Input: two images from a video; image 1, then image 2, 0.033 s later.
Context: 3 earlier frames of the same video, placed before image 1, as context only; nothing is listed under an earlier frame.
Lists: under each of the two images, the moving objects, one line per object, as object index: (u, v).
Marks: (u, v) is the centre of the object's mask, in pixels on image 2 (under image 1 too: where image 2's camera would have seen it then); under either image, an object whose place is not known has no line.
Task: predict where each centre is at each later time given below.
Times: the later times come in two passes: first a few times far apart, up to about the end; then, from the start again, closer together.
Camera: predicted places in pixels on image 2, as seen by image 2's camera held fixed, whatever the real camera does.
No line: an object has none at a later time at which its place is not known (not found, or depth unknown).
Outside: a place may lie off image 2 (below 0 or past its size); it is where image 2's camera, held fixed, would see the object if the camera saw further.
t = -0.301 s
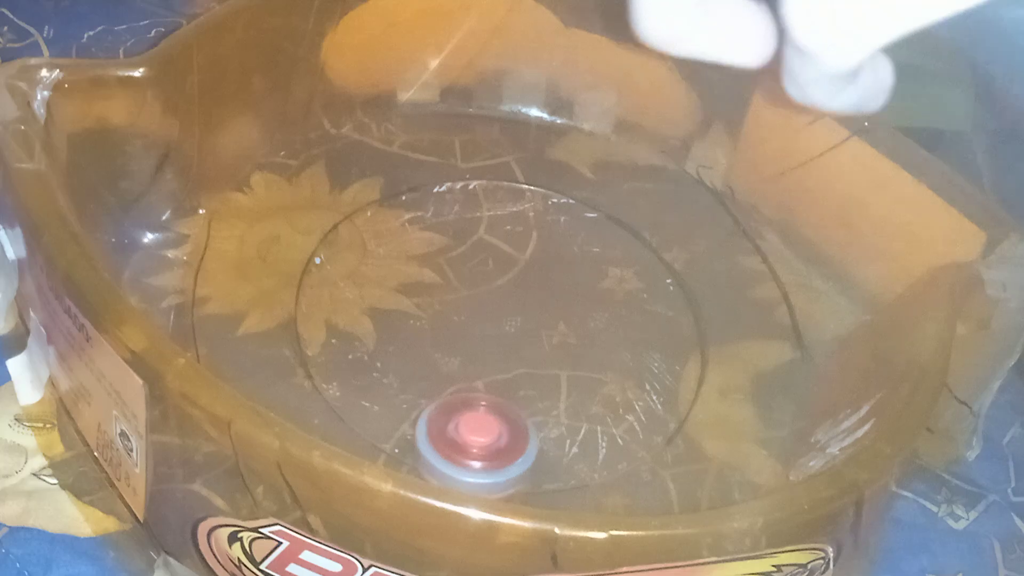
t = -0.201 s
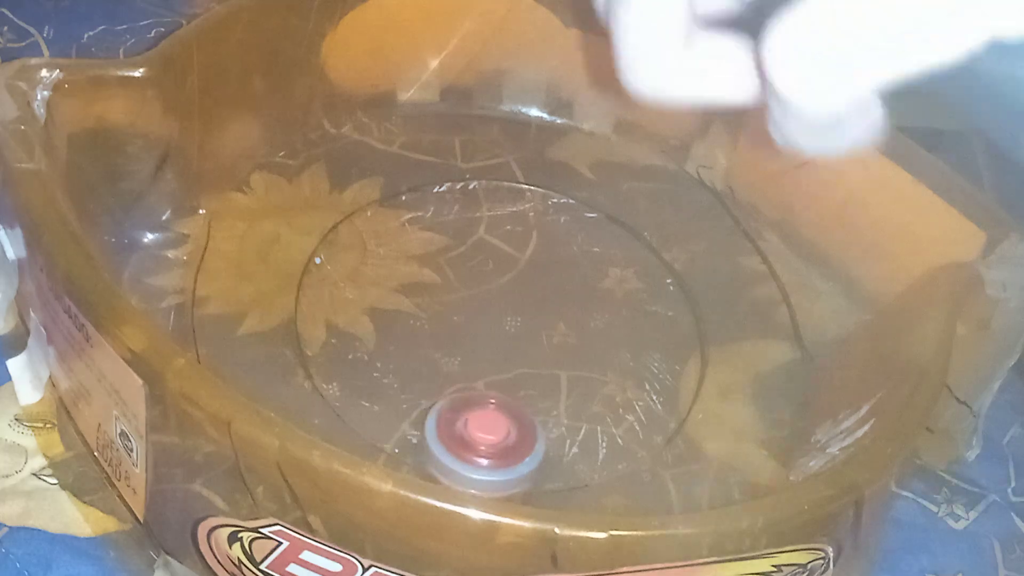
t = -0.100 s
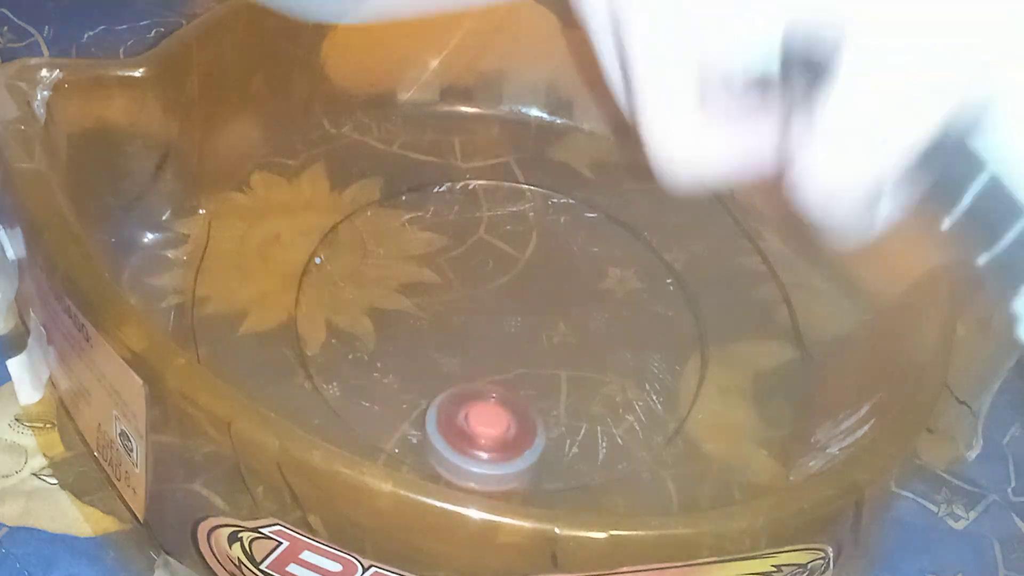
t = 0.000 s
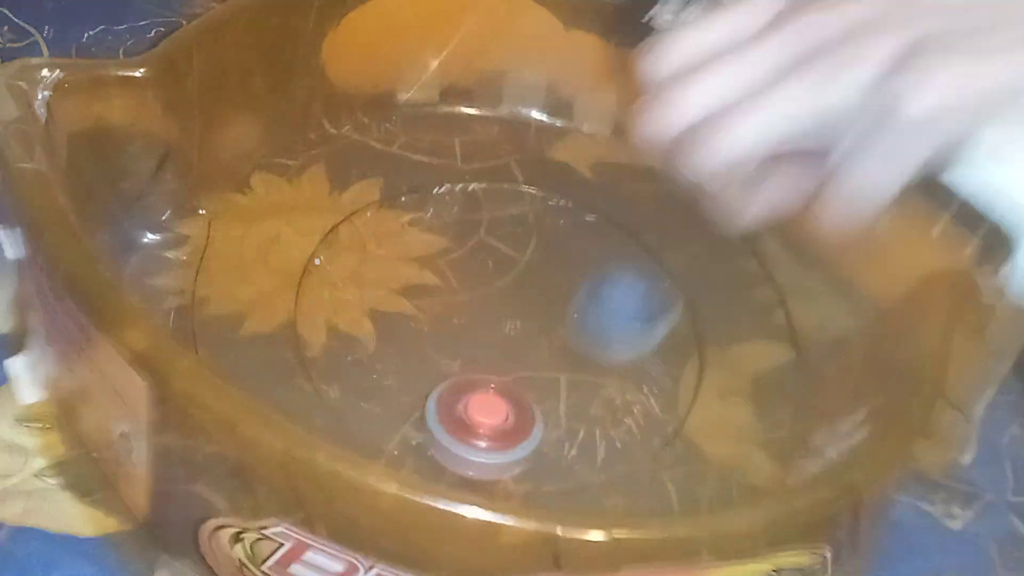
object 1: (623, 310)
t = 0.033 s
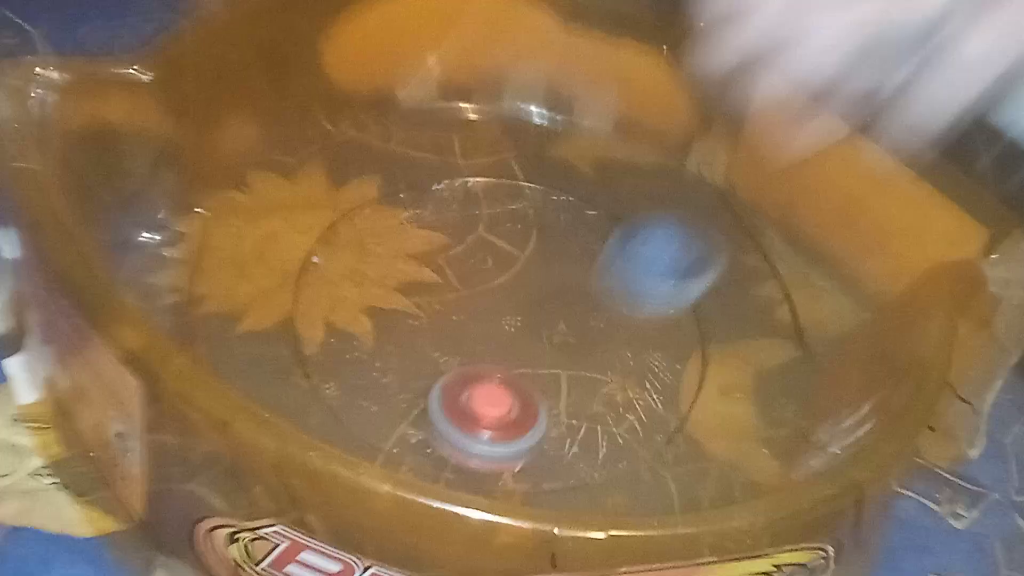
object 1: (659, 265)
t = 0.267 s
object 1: (810, 435)
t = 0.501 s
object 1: (720, 446)
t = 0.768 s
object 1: (416, 145)
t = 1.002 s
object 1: (389, 436)
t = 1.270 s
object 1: (641, 157)
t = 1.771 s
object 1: (770, 245)
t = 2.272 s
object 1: (700, 459)
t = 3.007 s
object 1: (778, 341)
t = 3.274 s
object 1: (400, 135)
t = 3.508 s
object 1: (354, 422)
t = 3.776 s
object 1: (760, 303)
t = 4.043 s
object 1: (401, 123)
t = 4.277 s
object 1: (323, 404)
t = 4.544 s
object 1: (763, 312)
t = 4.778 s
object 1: (486, 139)
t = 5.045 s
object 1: (296, 387)
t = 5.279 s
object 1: (759, 399)
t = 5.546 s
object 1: (544, 149)
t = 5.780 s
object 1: (271, 311)
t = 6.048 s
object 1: (762, 400)
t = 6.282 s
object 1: (622, 161)
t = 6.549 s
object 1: (291, 274)
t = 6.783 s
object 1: (637, 481)
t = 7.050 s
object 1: (726, 218)
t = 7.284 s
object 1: (408, 154)
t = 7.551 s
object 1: (424, 450)
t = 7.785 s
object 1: (773, 375)
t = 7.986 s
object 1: (654, 172)
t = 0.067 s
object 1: (693, 229)
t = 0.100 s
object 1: (730, 208)
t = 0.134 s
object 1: (761, 214)
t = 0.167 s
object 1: (786, 252)
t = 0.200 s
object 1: (797, 324)
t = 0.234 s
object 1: (798, 410)
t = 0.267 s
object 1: (810, 435)
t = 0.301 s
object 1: (821, 432)
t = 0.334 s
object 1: (820, 434)
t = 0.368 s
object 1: (812, 420)
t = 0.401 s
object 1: (799, 402)
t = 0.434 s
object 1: (779, 401)
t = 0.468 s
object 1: (748, 425)
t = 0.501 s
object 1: (720, 446)
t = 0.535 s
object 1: (702, 387)
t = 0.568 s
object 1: (676, 334)
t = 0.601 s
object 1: (656, 301)
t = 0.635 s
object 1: (616, 255)
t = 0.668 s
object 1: (579, 225)
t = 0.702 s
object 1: (535, 191)
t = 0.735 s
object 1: (479, 164)
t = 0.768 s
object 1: (416, 145)
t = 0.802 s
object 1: (354, 137)
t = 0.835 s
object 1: (300, 153)
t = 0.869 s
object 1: (259, 195)
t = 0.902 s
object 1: (231, 260)
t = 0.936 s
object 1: (226, 331)
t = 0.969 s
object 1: (296, 383)
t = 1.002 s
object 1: (389, 436)
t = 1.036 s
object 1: (516, 479)
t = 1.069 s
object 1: (625, 472)
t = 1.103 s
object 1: (722, 443)
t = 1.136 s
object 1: (774, 380)
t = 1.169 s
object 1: (784, 303)
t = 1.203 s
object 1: (768, 237)
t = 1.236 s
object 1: (714, 186)
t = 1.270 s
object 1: (641, 157)
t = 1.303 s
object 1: (567, 139)
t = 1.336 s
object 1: (490, 117)
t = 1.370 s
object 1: (415, 121)
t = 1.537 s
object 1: (289, 376)
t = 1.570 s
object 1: (386, 435)
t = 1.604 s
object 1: (509, 474)
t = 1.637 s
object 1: (627, 472)
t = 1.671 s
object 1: (728, 448)
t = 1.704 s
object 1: (764, 376)
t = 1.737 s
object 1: (777, 312)
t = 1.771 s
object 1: (770, 245)
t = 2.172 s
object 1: (403, 445)
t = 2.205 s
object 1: (514, 472)
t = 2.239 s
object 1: (621, 474)
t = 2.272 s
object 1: (700, 459)
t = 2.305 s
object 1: (756, 408)
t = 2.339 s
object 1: (772, 353)
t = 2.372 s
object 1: (775, 285)
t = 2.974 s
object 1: (764, 395)
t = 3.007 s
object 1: (778, 341)
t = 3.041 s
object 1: (777, 278)
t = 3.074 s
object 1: (760, 225)
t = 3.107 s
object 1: (705, 183)
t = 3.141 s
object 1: (638, 163)
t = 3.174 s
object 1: (577, 147)
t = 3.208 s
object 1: (520, 135)
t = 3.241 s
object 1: (456, 130)
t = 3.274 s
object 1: (400, 135)
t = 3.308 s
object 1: (348, 151)
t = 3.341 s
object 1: (303, 177)
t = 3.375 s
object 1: (267, 221)
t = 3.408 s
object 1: (248, 274)
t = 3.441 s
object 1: (254, 331)
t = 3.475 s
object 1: (293, 381)
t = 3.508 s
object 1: (354, 422)
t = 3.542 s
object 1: (445, 459)
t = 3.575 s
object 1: (532, 477)
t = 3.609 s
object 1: (622, 479)
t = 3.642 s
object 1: (696, 469)
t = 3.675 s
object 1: (746, 431)
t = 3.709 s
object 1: (773, 380)
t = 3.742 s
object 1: (770, 334)
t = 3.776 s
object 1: (760, 303)
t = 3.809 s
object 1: (738, 262)
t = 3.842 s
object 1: (708, 225)
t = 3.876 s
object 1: (673, 191)
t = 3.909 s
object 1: (624, 157)
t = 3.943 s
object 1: (571, 133)
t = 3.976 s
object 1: (518, 118)
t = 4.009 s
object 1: (456, 114)
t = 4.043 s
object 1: (401, 123)
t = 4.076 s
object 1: (346, 138)
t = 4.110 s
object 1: (298, 167)
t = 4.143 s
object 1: (260, 207)
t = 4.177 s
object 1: (241, 257)
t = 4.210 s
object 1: (239, 320)
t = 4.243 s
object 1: (271, 367)
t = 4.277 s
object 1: (323, 404)
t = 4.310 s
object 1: (412, 452)
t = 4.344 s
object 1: (494, 473)
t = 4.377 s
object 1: (587, 486)
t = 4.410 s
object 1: (655, 479)
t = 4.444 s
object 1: (718, 459)
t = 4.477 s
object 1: (753, 418)
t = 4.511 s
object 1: (766, 361)
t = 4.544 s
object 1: (763, 312)
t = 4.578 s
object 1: (753, 261)
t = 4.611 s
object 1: (734, 219)
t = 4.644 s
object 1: (695, 184)
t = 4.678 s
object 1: (642, 170)
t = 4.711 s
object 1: (590, 156)
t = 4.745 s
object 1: (539, 143)
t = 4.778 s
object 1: (486, 139)
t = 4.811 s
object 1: (431, 139)
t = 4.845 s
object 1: (374, 151)
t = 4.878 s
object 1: (332, 172)
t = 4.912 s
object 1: (287, 203)
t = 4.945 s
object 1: (260, 247)
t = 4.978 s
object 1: (247, 297)
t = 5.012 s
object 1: (259, 346)
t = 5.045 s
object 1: (296, 387)
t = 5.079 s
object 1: (360, 427)
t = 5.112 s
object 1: (442, 457)
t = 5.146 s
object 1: (528, 476)
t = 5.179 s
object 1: (608, 479)
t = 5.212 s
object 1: (673, 471)
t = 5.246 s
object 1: (733, 447)
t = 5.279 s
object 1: (759, 399)
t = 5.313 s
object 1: (767, 353)
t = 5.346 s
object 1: (765, 304)
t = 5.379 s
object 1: (756, 261)
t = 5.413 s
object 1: (735, 222)
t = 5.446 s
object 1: (705, 191)
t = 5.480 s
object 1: (650, 174)
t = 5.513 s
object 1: (593, 160)
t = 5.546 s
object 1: (544, 149)
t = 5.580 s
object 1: (496, 145)
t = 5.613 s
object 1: (440, 148)
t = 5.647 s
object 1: (394, 163)
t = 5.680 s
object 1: (348, 180)
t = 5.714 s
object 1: (308, 213)
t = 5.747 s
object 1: (282, 258)
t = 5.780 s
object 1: (271, 311)
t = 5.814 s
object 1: (286, 361)
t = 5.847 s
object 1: (323, 400)
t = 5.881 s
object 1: (385, 437)
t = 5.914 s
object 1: (465, 465)
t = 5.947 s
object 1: (537, 478)
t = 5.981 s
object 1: (610, 478)
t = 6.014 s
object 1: (676, 470)
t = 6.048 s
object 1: (762, 400)
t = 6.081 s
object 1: (773, 360)
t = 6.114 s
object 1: (772, 313)
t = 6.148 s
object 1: (761, 268)
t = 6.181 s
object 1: (742, 229)
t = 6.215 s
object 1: (713, 197)
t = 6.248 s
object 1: (667, 175)
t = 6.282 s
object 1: (622, 161)
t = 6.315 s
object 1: (570, 153)
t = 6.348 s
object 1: (526, 147)
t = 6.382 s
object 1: (477, 147)
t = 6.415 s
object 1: (426, 156)
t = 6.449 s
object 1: (377, 173)
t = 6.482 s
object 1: (341, 194)
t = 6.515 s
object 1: (310, 233)
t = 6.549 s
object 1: (291, 274)
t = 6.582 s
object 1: (293, 330)
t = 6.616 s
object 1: (319, 381)
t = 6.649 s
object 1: (366, 416)
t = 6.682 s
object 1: (426, 447)
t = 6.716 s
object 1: (500, 471)
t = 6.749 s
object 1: (570, 483)
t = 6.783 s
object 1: (637, 481)
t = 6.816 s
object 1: (688, 469)
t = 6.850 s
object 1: (732, 446)
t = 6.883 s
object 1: (764, 407)
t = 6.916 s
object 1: (774, 369)
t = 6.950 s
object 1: (775, 328)
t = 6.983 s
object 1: (765, 286)
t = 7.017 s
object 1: (749, 250)
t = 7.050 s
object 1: (726, 218)
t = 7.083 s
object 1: (697, 187)
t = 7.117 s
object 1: (649, 166)
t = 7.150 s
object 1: (599, 153)
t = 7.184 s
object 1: (550, 143)
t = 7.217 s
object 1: (504, 140)
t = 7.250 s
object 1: (453, 142)
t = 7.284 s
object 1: (408, 154)
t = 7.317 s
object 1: (361, 174)
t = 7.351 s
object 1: (328, 200)
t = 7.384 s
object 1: (298, 242)
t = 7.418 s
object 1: (286, 289)
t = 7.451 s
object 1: (291, 342)
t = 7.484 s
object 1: (317, 383)
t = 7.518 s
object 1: (366, 420)
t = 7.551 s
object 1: (424, 450)
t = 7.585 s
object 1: (493, 473)
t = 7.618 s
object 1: (568, 483)
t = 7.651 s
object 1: (627, 480)
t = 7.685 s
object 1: (678, 470)
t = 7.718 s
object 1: (725, 448)
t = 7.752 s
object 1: (757, 414)
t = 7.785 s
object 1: (773, 375)
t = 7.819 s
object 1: (771, 335)
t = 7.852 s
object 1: (757, 294)
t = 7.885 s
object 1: (743, 259)
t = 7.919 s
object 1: (718, 226)
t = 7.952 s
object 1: (692, 200)
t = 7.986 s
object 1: (654, 172)
